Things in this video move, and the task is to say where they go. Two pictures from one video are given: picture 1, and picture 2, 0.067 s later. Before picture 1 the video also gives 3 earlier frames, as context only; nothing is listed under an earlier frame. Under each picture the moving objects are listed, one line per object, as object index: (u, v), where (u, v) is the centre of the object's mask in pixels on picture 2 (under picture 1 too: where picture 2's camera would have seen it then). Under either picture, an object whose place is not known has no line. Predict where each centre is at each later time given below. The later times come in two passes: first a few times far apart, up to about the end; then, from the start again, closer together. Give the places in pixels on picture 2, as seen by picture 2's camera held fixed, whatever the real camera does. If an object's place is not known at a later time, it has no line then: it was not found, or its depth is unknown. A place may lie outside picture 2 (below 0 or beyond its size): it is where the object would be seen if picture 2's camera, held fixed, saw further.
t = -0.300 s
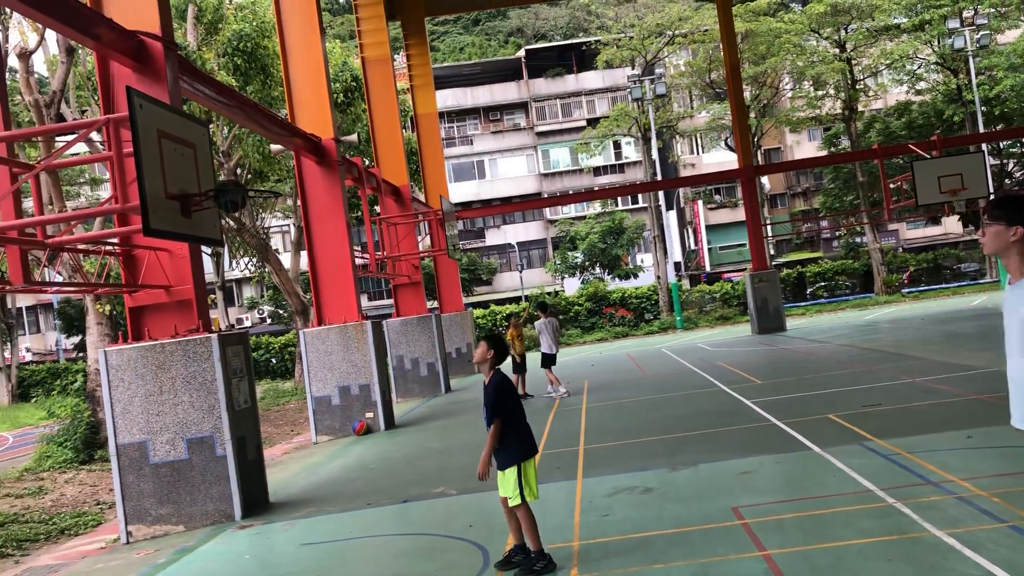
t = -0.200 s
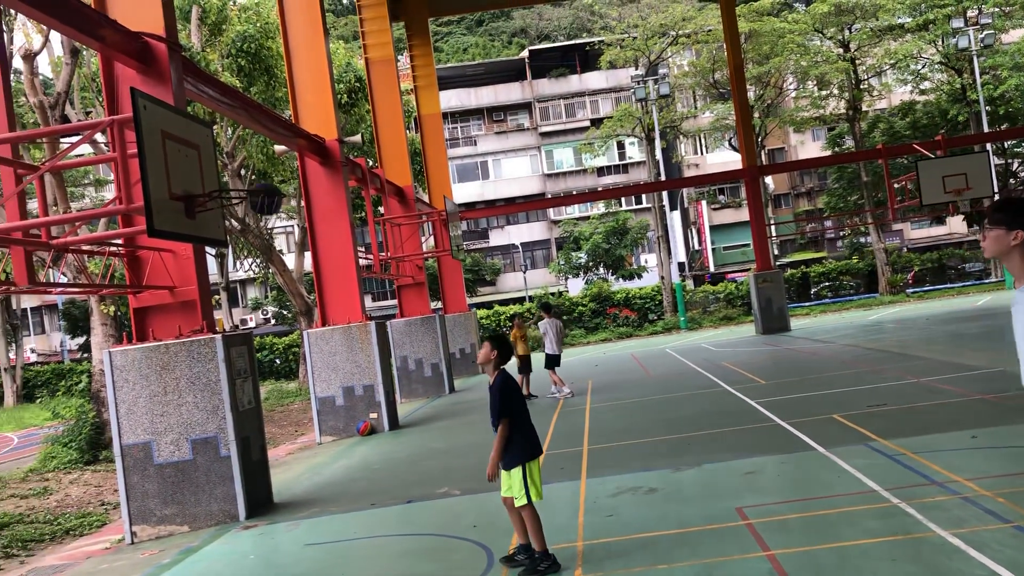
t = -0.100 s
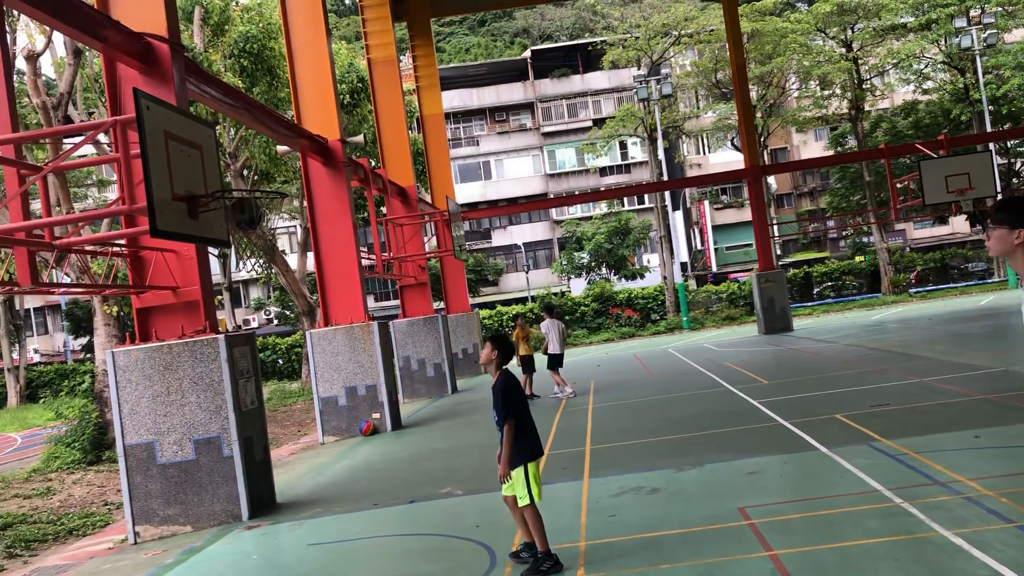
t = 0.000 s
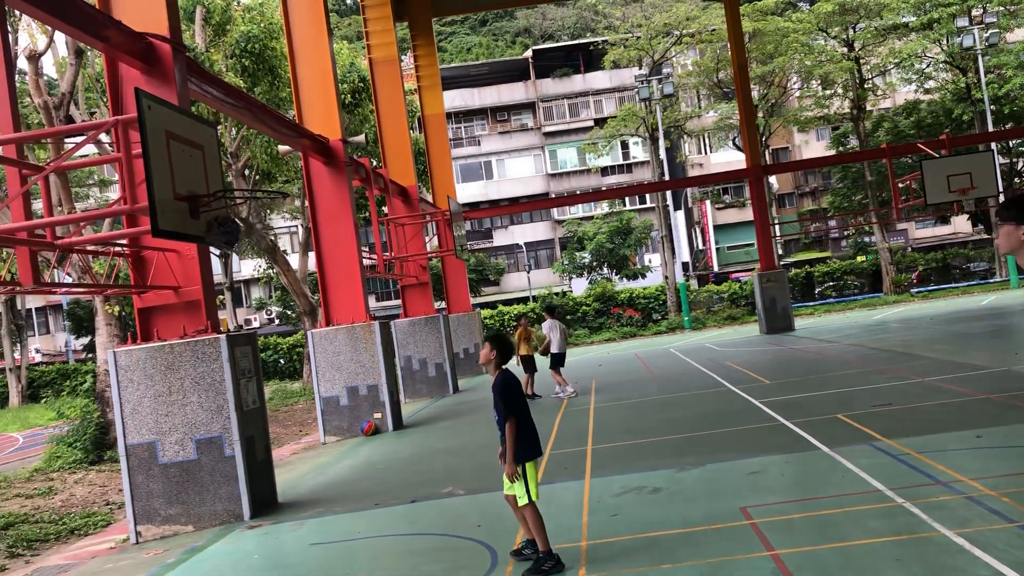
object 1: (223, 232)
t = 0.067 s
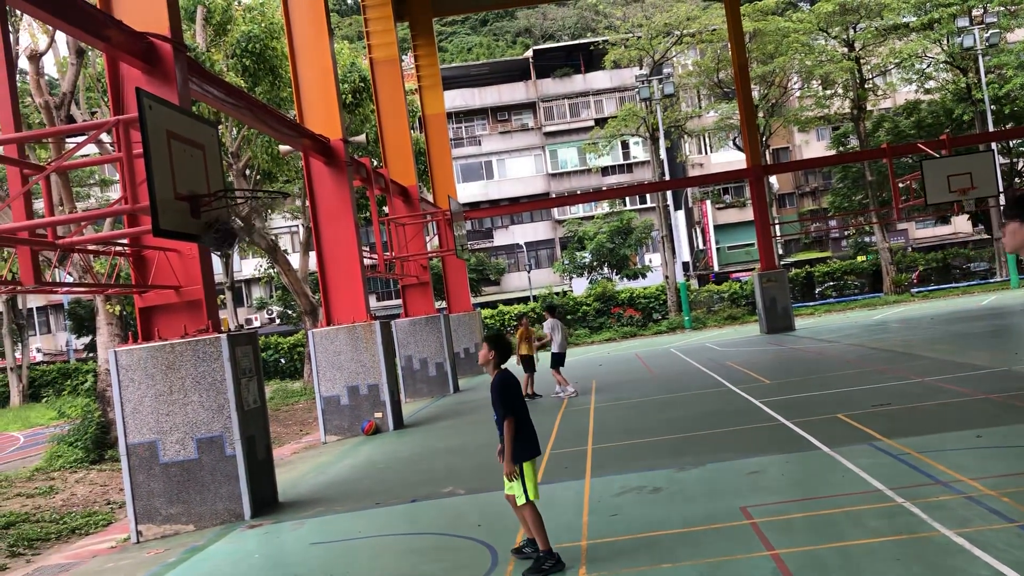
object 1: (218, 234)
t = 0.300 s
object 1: (226, 277)
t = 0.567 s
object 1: (249, 421)
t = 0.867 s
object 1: (268, 482)
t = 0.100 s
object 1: (219, 237)
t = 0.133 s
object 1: (219, 238)
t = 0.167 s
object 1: (222, 244)
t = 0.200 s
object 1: (223, 250)
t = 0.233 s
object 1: (223, 258)
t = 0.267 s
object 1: (225, 266)
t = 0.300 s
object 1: (226, 277)
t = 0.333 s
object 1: (230, 290)
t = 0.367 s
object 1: (231, 303)
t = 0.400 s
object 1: (234, 318)
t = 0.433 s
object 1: (238, 337)
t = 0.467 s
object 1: (240, 354)
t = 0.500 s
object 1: (241, 374)
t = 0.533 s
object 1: (244, 396)
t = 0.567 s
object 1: (249, 421)
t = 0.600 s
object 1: (253, 446)
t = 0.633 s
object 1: (259, 474)
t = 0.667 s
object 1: (262, 502)
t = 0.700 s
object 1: (267, 531)
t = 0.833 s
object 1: (269, 504)
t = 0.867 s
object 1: (268, 482)
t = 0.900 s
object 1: (266, 461)
